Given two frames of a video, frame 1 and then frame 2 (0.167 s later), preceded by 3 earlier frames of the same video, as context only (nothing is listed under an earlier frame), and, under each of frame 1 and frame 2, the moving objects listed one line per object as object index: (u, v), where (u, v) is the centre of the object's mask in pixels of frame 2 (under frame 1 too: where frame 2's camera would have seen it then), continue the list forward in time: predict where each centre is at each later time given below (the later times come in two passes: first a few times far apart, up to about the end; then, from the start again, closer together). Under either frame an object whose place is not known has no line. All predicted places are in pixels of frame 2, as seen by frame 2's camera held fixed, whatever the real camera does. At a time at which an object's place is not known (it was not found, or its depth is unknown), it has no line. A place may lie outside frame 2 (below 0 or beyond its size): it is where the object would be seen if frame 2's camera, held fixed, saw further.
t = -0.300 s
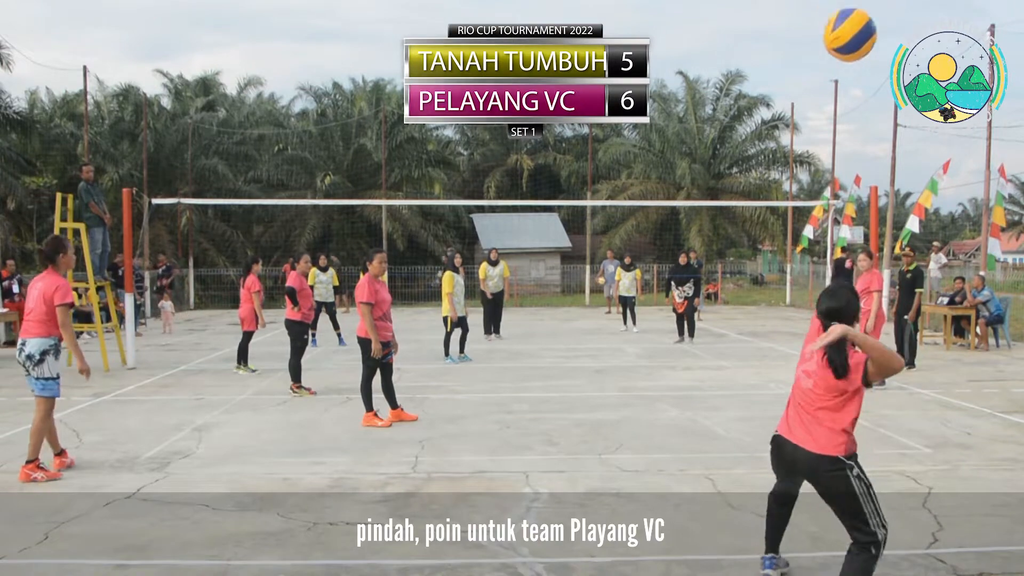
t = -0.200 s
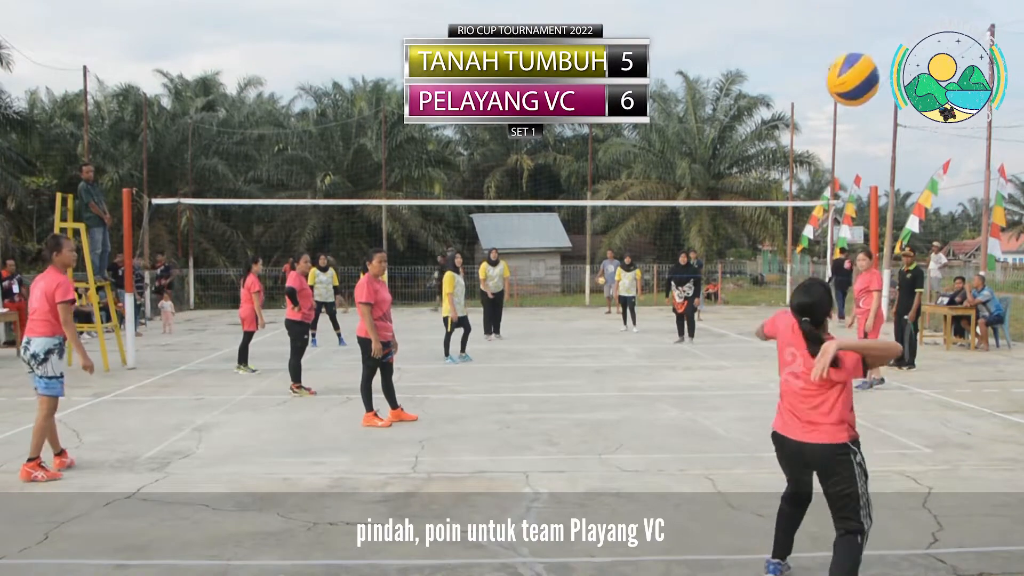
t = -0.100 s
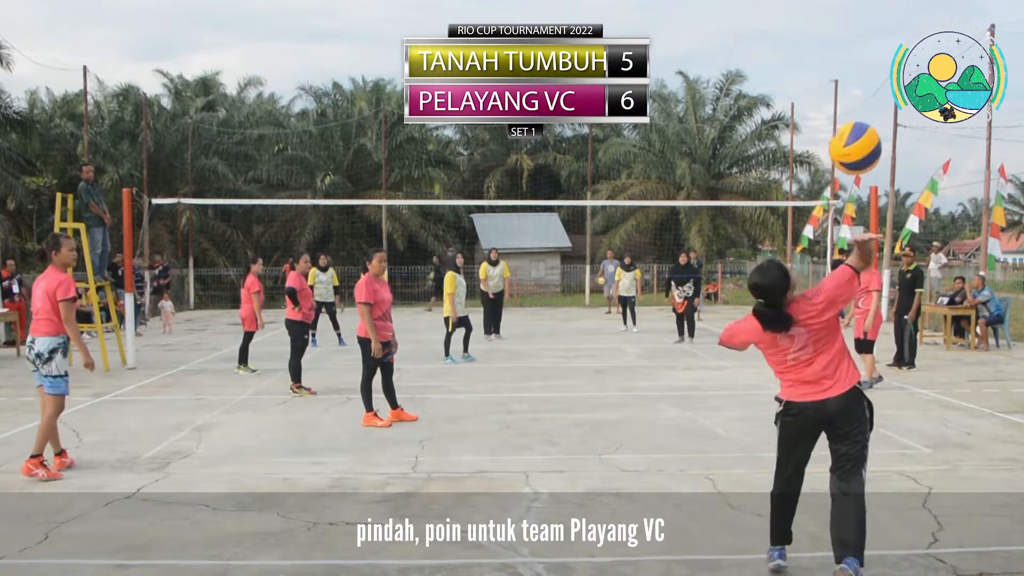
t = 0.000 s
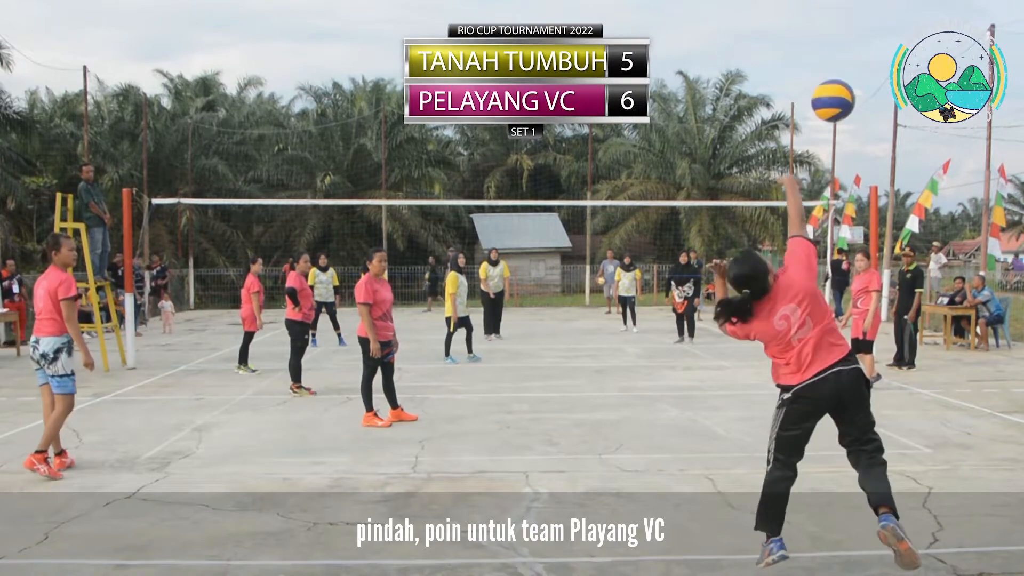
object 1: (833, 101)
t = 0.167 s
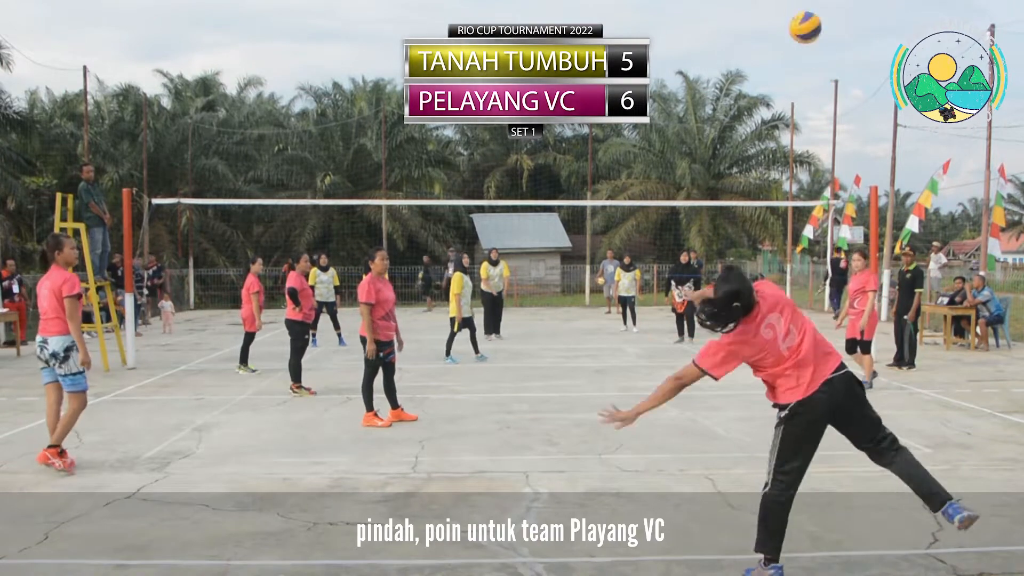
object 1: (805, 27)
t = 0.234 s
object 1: (798, 19)
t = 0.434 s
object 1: (782, 31)
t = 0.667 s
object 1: (772, 82)
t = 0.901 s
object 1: (767, 154)
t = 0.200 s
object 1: (802, 22)
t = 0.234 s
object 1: (798, 19)
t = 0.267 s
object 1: (795, 18)
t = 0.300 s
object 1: (793, 19)
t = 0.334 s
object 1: (790, 20)
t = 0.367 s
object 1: (787, 23)
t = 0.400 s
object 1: (785, 27)
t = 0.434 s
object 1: (782, 31)
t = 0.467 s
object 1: (780, 37)
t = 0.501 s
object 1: (779, 43)
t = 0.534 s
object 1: (778, 50)
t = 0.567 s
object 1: (776, 58)
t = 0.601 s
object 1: (775, 65)
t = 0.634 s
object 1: (774, 74)
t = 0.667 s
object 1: (772, 82)
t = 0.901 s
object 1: (767, 154)
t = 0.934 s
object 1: (766, 164)
